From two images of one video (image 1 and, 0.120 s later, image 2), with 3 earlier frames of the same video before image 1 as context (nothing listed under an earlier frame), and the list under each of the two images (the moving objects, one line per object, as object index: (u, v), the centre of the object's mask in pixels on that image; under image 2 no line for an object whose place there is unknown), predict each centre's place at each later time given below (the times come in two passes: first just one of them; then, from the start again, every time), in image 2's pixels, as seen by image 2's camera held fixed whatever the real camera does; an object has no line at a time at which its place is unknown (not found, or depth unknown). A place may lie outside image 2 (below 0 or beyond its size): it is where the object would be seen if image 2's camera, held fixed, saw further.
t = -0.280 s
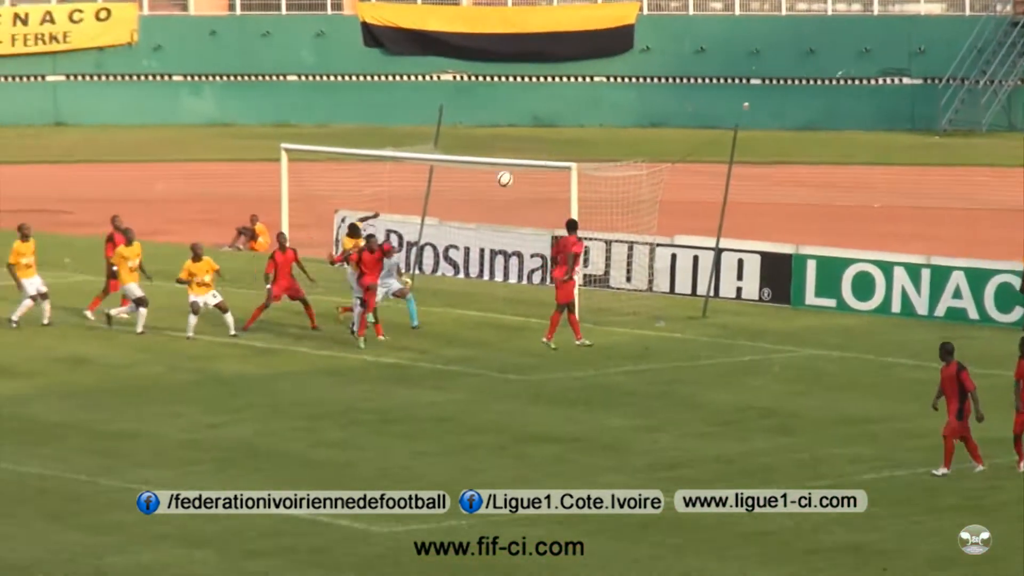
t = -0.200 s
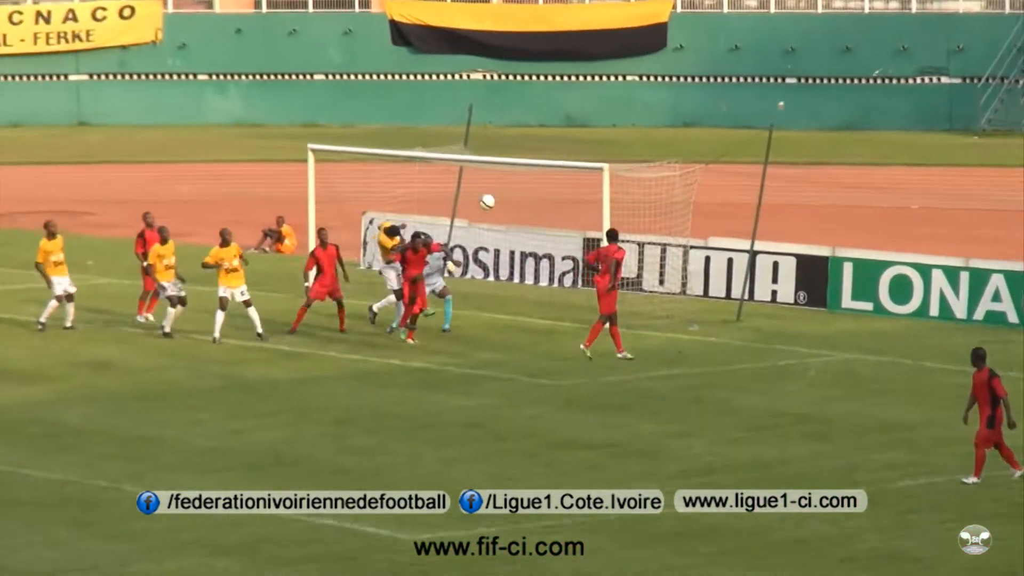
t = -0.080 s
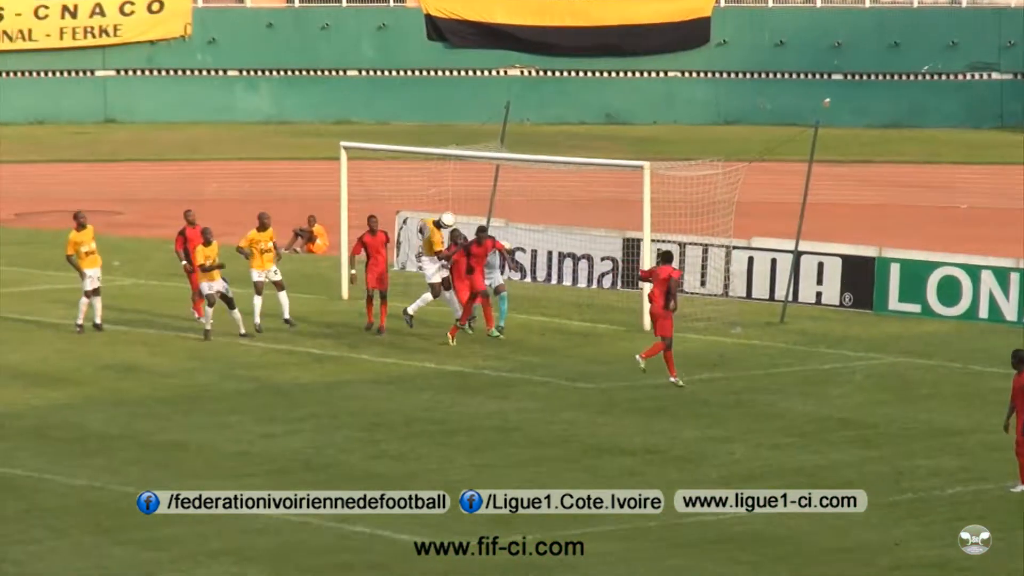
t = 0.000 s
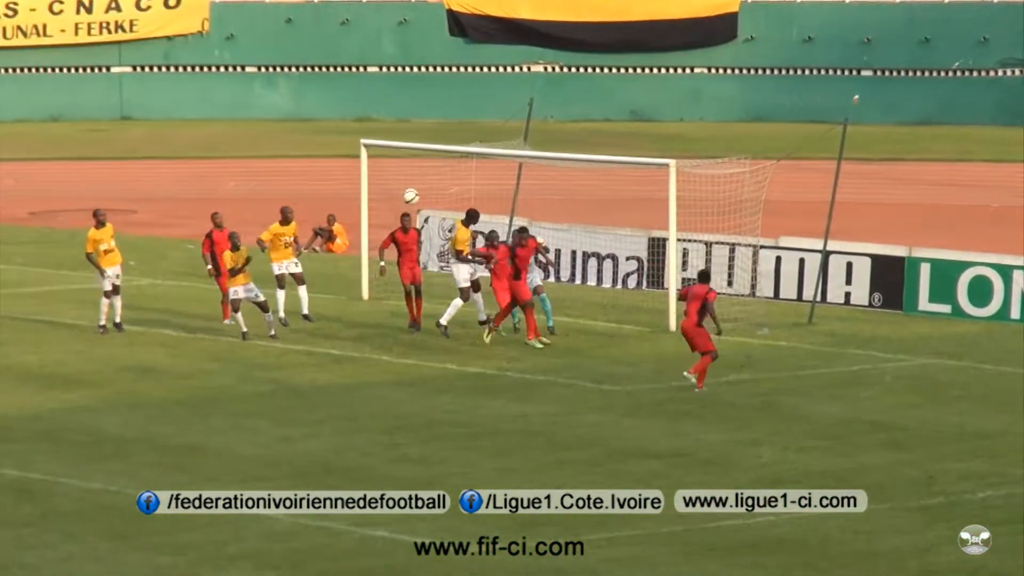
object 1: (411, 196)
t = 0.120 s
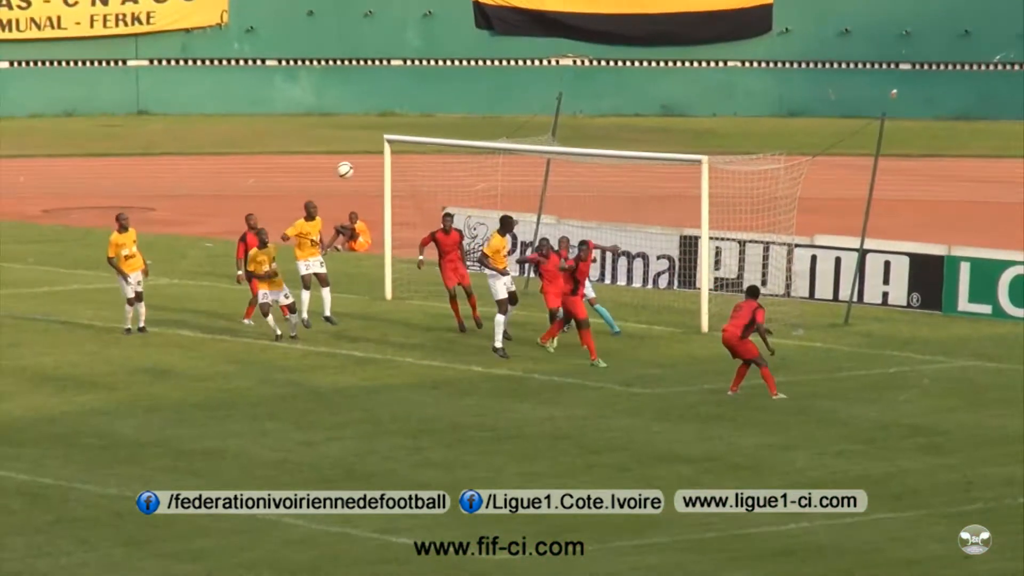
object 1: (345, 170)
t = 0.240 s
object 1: (250, 157)
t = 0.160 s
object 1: (314, 164)
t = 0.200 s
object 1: (283, 160)
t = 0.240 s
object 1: (250, 157)
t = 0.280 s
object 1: (219, 155)
